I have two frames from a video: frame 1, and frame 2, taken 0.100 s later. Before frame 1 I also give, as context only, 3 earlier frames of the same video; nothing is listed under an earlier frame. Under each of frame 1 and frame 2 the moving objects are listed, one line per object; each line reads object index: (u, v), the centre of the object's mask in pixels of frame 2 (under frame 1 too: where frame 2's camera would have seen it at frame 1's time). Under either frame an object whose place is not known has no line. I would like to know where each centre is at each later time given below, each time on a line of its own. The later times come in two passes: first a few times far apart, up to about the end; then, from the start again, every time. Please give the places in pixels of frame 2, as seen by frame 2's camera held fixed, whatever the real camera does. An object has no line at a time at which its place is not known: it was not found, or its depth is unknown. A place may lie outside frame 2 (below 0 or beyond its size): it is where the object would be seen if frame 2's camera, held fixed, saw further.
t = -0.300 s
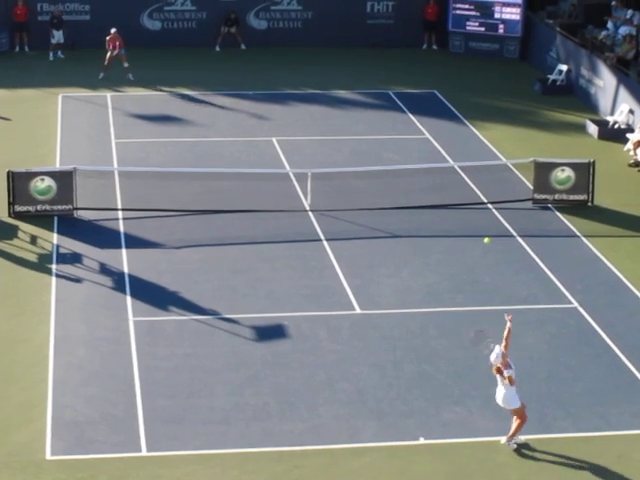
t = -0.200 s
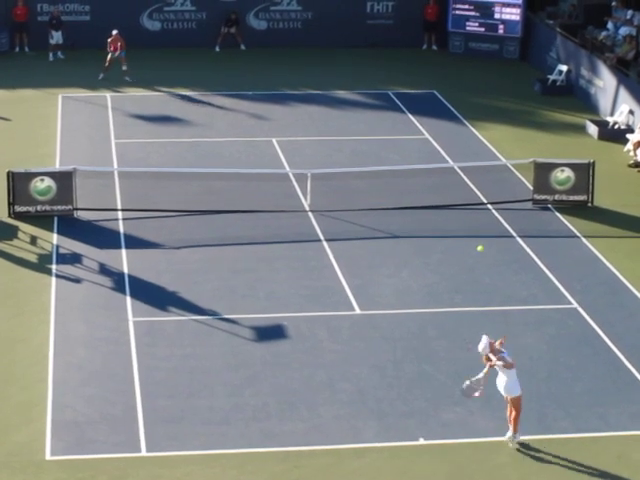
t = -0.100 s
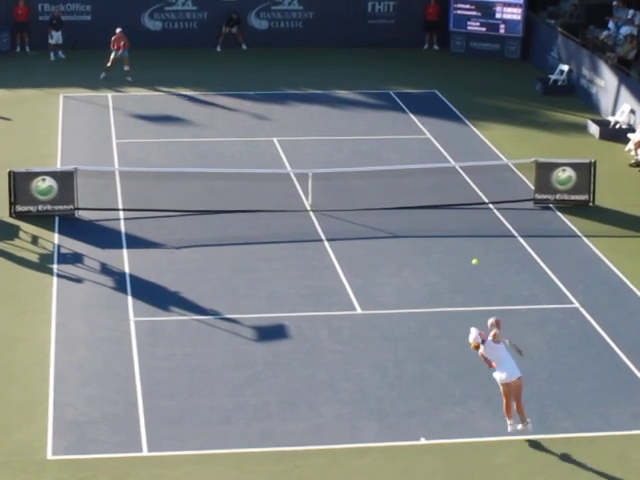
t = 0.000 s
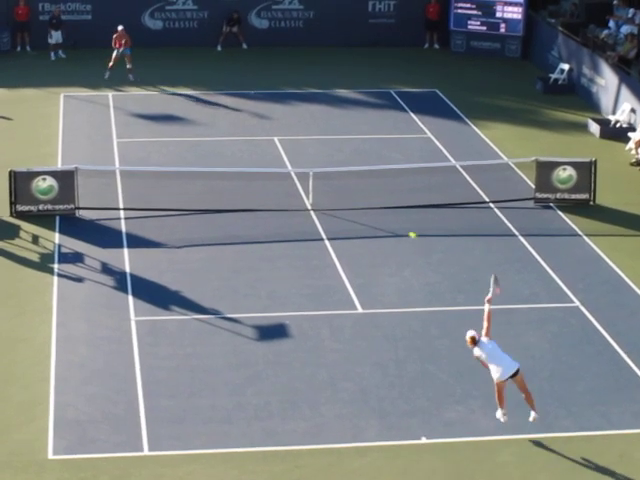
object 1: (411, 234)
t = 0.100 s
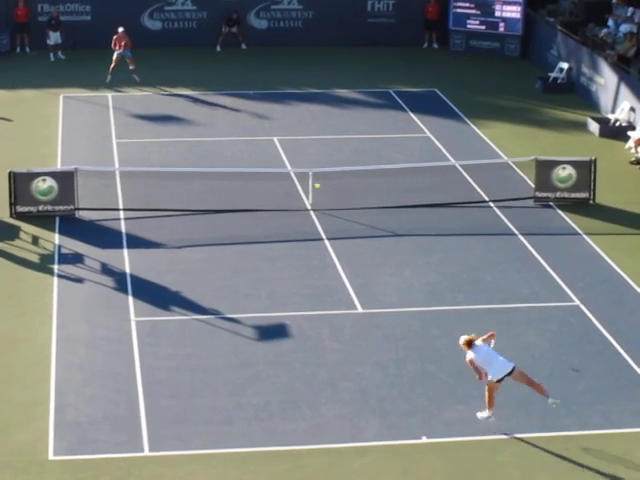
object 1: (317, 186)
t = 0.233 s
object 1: (228, 150)
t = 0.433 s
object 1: (140, 134)
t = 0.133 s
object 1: (291, 173)
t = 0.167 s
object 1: (268, 164)
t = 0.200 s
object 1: (247, 157)
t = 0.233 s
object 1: (228, 150)
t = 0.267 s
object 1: (210, 146)
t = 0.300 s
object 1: (194, 142)
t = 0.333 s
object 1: (180, 138)
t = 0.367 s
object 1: (165, 137)
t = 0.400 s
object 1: (152, 135)
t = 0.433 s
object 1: (140, 134)
